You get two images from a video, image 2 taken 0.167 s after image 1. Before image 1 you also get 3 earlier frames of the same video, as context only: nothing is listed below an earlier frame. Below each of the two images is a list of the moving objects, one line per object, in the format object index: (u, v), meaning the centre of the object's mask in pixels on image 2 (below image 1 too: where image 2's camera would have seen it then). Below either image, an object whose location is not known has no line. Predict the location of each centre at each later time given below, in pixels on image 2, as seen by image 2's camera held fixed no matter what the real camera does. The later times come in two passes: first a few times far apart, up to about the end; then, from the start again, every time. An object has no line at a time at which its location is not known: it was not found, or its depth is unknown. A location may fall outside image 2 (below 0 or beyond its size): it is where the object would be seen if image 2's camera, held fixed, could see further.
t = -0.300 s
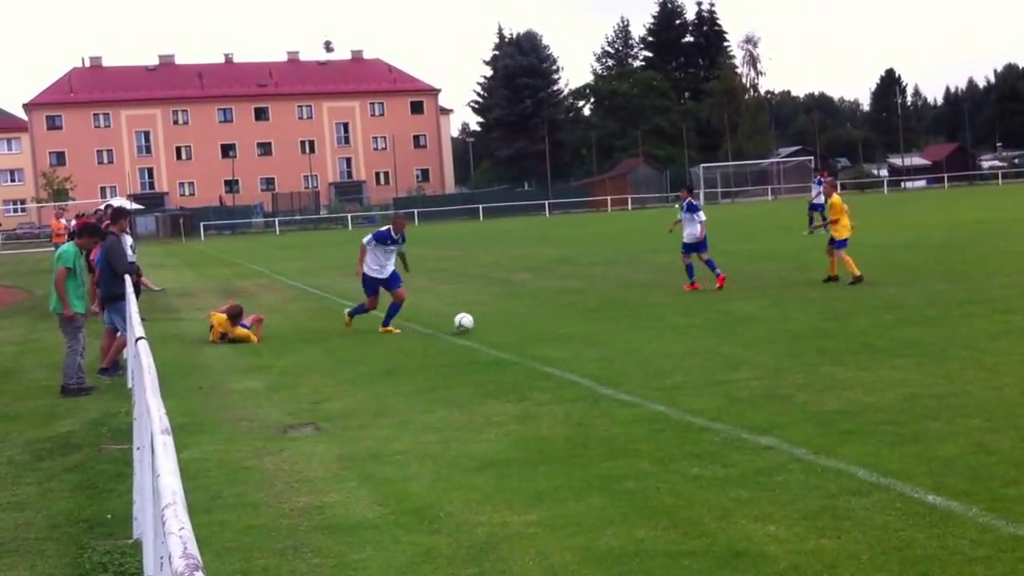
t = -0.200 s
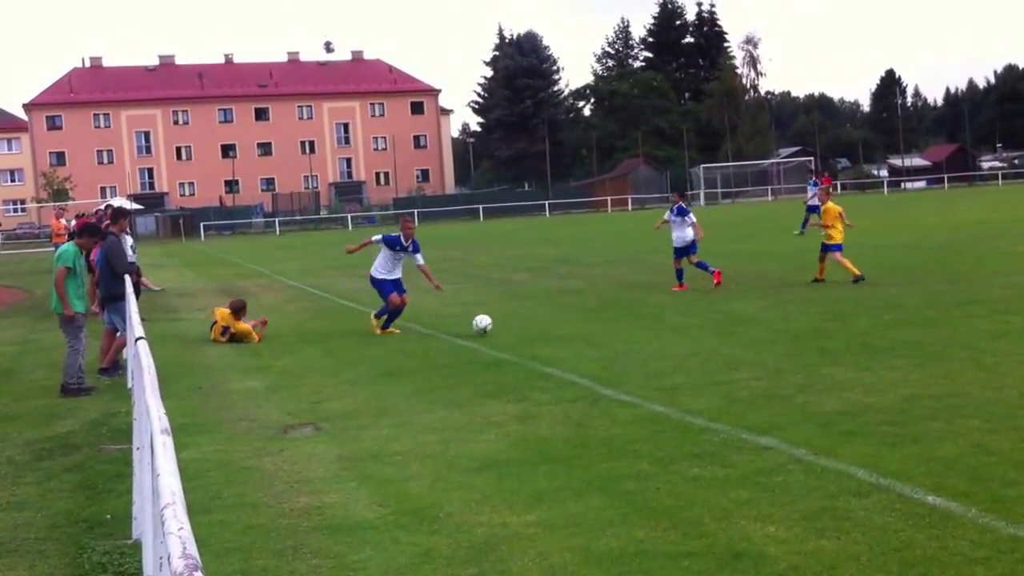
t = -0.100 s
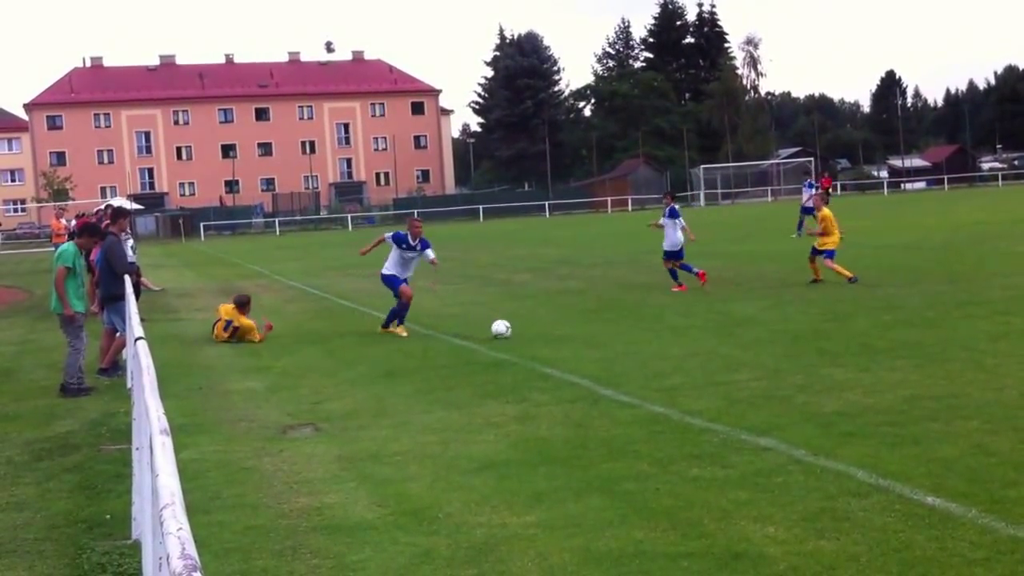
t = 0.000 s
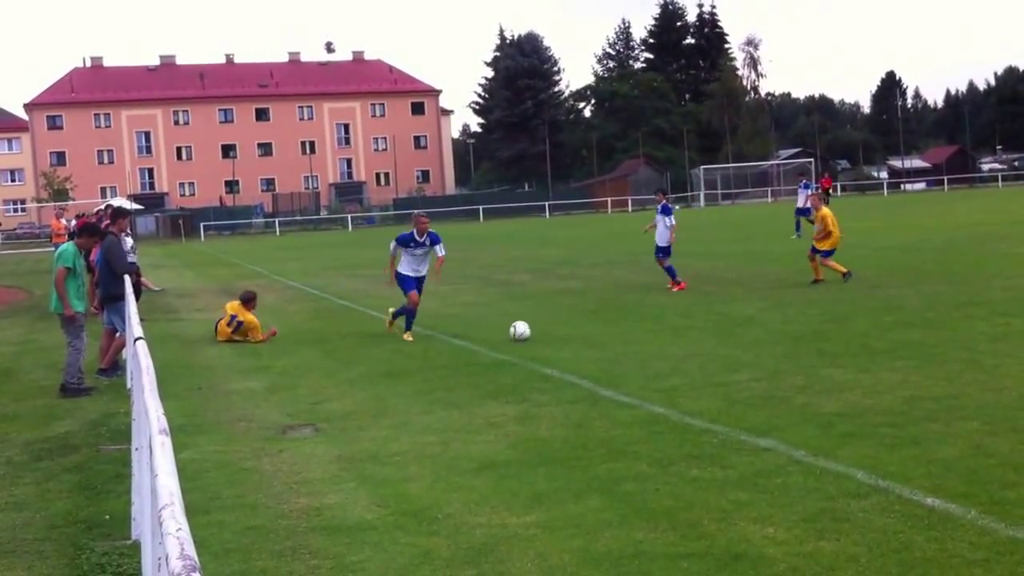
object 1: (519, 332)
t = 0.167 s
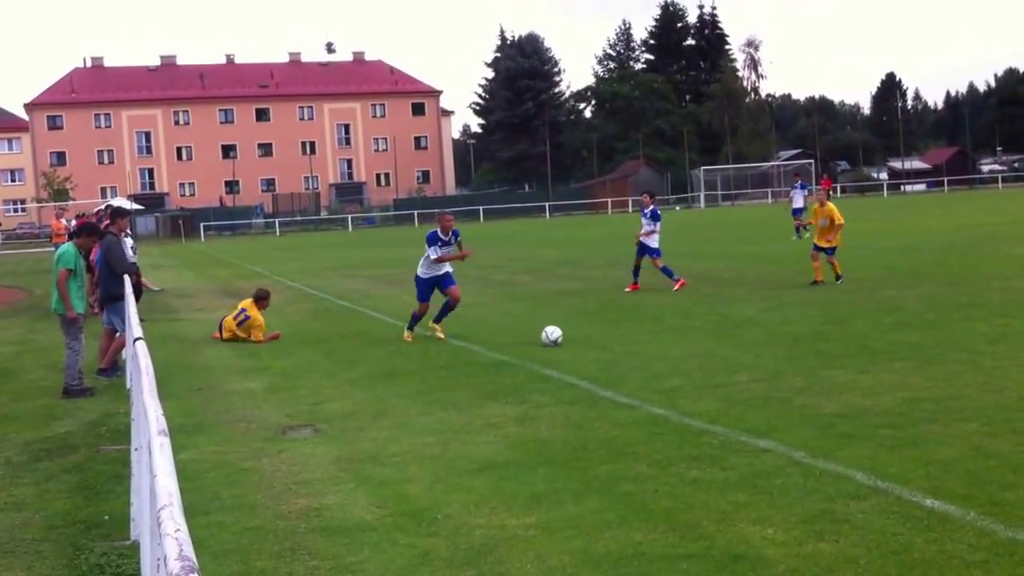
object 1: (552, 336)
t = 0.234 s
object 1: (564, 336)
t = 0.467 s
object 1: (609, 340)
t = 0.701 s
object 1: (657, 344)
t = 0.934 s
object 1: (705, 346)
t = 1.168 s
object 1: (753, 350)
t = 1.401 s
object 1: (801, 353)
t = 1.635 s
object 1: (847, 356)
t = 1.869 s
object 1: (892, 360)
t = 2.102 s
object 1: (935, 363)
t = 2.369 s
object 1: (980, 366)
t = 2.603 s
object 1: (1013, 366)
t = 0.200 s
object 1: (558, 336)
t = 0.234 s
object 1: (564, 336)
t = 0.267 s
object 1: (571, 337)
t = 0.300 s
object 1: (577, 338)
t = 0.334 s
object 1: (584, 339)
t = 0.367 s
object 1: (590, 339)
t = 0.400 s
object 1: (596, 339)
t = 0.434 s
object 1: (602, 339)
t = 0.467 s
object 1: (609, 340)
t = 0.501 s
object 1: (617, 341)
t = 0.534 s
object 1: (623, 342)
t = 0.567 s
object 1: (630, 342)
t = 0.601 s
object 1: (637, 342)
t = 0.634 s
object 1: (643, 343)
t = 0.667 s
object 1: (650, 344)
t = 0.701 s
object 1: (657, 344)
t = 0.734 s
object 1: (664, 343)
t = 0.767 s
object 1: (671, 344)
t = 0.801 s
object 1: (678, 345)
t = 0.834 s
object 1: (685, 346)
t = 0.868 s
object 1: (692, 346)
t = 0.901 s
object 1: (699, 346)
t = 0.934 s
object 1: (705, 346)
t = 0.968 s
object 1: (713, 347)
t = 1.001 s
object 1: (720, 348)
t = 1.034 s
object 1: (726, 348)
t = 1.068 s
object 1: (733, 349)
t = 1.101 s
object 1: (740, 349)
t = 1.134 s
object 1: (746, 349)
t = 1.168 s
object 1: (753, 350)
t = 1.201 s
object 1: (759, 350)
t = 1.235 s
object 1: (766, 351)
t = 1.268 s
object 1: (773, 351)
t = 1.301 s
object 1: (780, 352)
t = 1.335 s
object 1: (787, 352)
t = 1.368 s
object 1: (794, 353)
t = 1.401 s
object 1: (801, 353)
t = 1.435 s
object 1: (807, 354)
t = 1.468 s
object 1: (813, 353)
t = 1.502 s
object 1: (819, 354)
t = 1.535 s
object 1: (826, 355)
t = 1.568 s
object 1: (833, 356)
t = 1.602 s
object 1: (840, 356)
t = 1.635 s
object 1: (847, 356)
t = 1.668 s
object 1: (853, 357)
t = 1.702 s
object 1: (860, 357)
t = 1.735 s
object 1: (867, 358)
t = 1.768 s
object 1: (874, 359)
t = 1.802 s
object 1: (880, 360)
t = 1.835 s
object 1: (886, 360)
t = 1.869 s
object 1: (892, 360)
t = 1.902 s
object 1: (898, 360)
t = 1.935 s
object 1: (905, 360)
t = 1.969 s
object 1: (911, 360)
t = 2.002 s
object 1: (917, 361)
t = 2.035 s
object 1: (924, 361)
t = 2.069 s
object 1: (930, 363)
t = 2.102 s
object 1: (935, 363)
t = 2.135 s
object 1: (941, 363)
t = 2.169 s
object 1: (947, 363)
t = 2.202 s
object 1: (953, 364)
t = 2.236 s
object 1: (959, 364)
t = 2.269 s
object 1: (964, 364)
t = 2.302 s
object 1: (970, 365)
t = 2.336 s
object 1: (975, 365)
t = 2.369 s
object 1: (980, 366)
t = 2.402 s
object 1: (986, 365)
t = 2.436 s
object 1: (991, 365)
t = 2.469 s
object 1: (997, 366)
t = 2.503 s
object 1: (1002, 366)
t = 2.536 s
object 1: (1007, 366)
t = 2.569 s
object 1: (1010, 366)
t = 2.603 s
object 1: (1013, 366)
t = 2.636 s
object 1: (1016, 366)
